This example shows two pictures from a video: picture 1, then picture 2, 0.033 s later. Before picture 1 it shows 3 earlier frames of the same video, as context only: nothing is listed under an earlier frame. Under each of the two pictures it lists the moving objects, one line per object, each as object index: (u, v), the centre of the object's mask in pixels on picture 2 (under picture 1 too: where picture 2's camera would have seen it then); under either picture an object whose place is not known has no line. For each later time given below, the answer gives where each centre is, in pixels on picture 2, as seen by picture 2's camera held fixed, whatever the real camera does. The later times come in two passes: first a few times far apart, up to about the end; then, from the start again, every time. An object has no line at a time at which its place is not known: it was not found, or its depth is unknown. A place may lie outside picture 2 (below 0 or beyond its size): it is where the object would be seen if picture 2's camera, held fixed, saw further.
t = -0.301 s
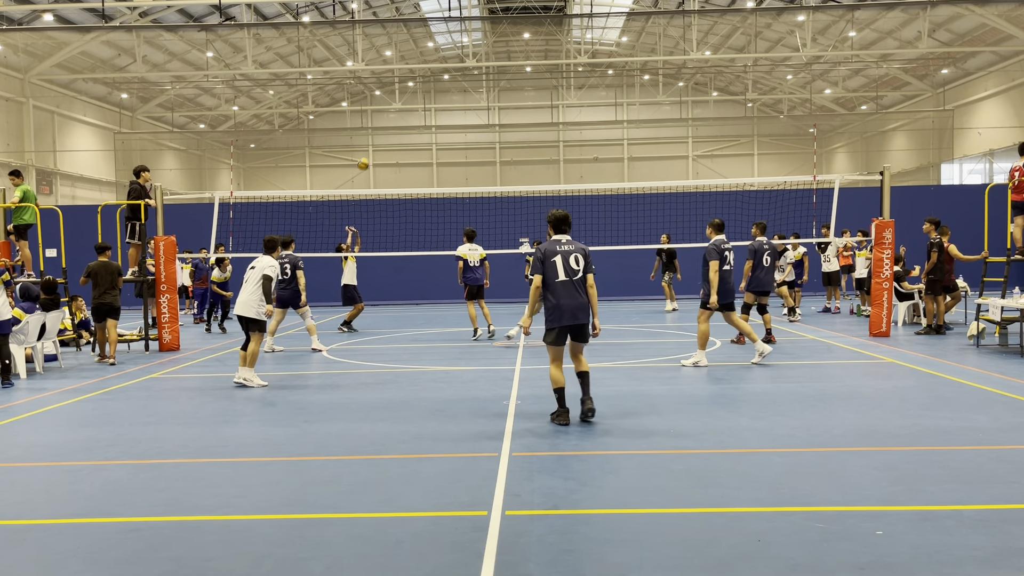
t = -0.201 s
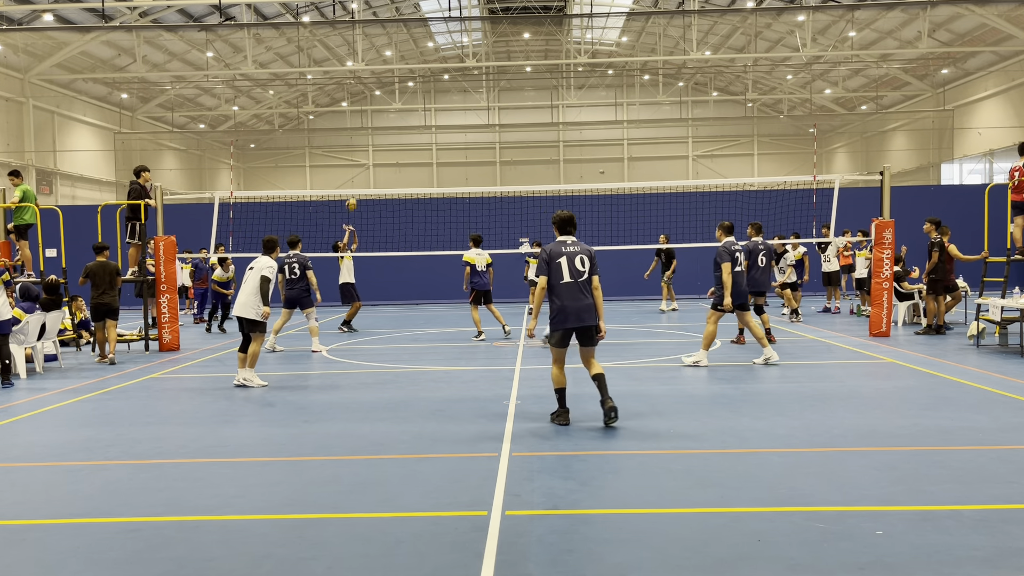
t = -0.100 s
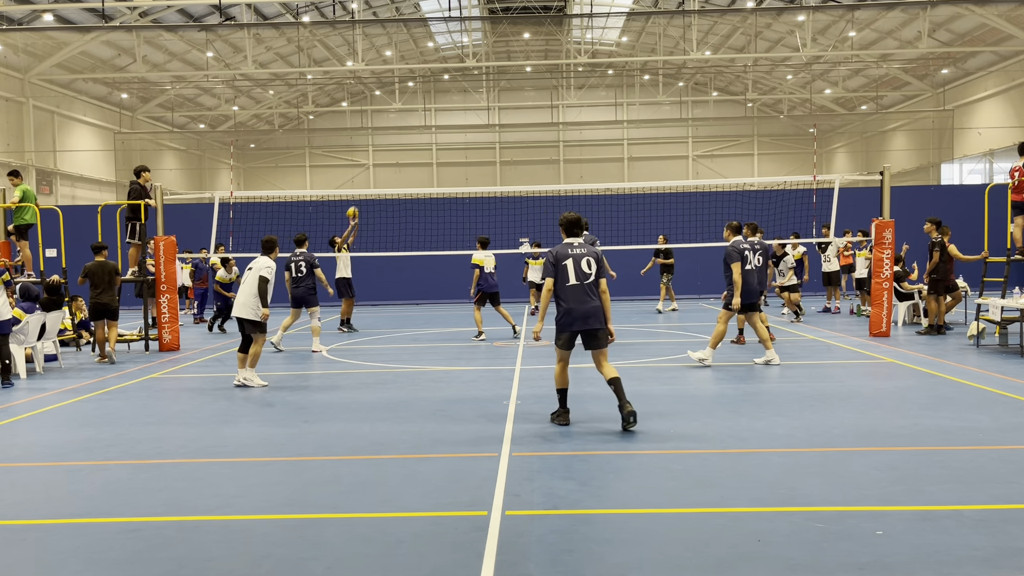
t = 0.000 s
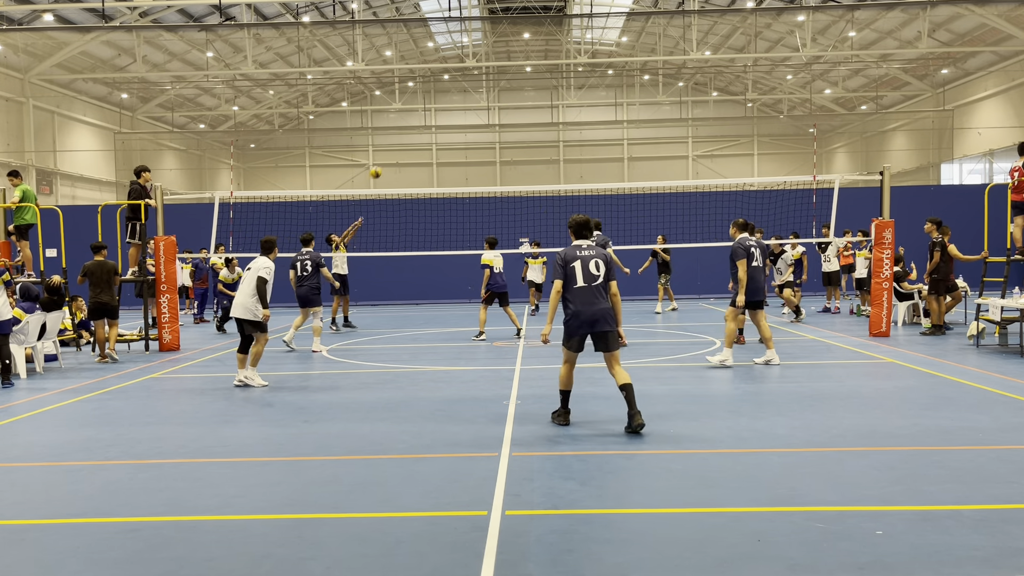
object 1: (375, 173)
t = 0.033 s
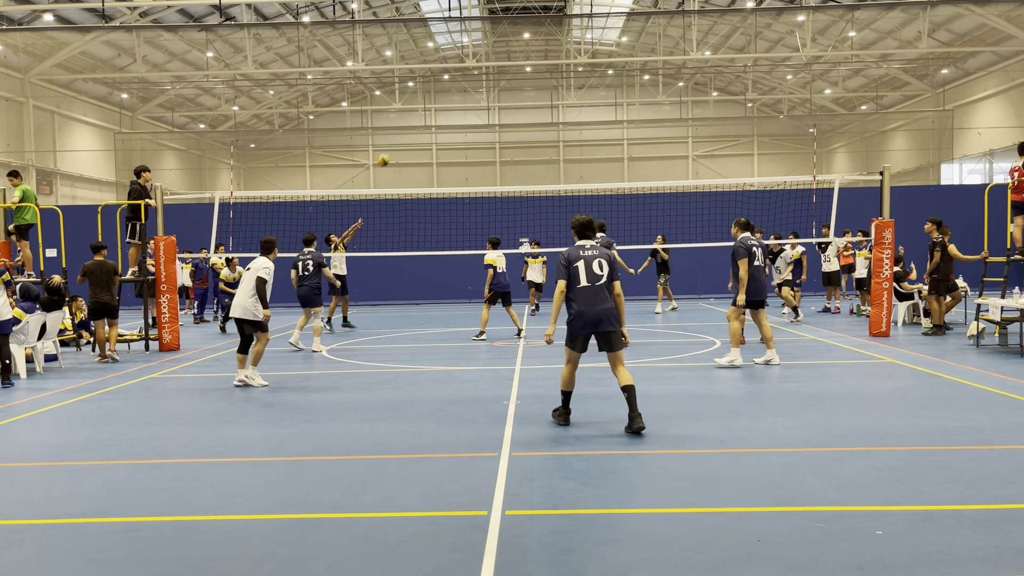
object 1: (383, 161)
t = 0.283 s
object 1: (441, 87)
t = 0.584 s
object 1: (510, 42)
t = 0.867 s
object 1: (577, 47)
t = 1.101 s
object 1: (634, 87)
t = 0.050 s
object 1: (387, 154)
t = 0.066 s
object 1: (391, 149)
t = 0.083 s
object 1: (395, 143)
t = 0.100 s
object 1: (398, 137)
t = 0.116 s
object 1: (402, 132)
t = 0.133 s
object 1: (406, 127)
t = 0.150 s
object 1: (410, 122)
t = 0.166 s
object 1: (414, 117)
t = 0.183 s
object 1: (418, 113)
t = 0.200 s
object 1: (421, 108)
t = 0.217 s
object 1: (425, 103)
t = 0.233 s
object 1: (429, 99)
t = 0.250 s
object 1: (433, 95)
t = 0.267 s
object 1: (437, 90)
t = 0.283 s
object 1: (441, 87)
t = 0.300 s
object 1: (445, 82)
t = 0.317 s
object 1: (448, 79)
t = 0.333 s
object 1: (452, 75)
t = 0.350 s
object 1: (456, 72)
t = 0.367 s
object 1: (460, 69)
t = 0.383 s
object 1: (463, 66)
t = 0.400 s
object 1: (467, 63)
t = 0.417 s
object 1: (471, 60)
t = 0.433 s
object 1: (475, 58)
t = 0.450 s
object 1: (479, 56)
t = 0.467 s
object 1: (483, 53)
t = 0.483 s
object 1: (487, 51)
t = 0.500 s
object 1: (490, 49)
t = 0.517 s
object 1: (494, 47)
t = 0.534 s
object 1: (498, 45)
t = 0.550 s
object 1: (502, 44)
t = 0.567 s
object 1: (506, 43)
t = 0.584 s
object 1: (510, 42)
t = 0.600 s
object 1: (514, 41)
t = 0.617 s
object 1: (518, 40)
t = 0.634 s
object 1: (522, 39)
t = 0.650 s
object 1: (526, 39)
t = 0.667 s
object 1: (529, 38)
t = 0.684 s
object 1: (534, 38)
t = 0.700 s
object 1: (537, 38)
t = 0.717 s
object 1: (541, 38)
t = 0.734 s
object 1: (545, 39)
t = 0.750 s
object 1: (549, 39)
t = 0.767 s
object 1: (553, 40)
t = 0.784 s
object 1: (557, 41)
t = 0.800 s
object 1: (561, 42)
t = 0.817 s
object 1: (565, 43)
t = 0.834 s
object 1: (569, 44)
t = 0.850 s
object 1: (573, 45)
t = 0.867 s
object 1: (577, 47)
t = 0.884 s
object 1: (581, 49)
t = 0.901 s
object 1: (586, 51)
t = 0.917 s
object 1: (589, 53)
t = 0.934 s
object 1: (593, 55)
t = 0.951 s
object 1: (597, 57)
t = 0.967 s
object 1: (602, 60)
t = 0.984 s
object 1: (606, 63)
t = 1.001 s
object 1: (610, 66)
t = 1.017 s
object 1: (613, 69)
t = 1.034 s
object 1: (618, 72)
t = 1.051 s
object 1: (621, 75)
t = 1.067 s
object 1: (626, 79)
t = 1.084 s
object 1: (630, 83)
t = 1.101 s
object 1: (634, 87)
